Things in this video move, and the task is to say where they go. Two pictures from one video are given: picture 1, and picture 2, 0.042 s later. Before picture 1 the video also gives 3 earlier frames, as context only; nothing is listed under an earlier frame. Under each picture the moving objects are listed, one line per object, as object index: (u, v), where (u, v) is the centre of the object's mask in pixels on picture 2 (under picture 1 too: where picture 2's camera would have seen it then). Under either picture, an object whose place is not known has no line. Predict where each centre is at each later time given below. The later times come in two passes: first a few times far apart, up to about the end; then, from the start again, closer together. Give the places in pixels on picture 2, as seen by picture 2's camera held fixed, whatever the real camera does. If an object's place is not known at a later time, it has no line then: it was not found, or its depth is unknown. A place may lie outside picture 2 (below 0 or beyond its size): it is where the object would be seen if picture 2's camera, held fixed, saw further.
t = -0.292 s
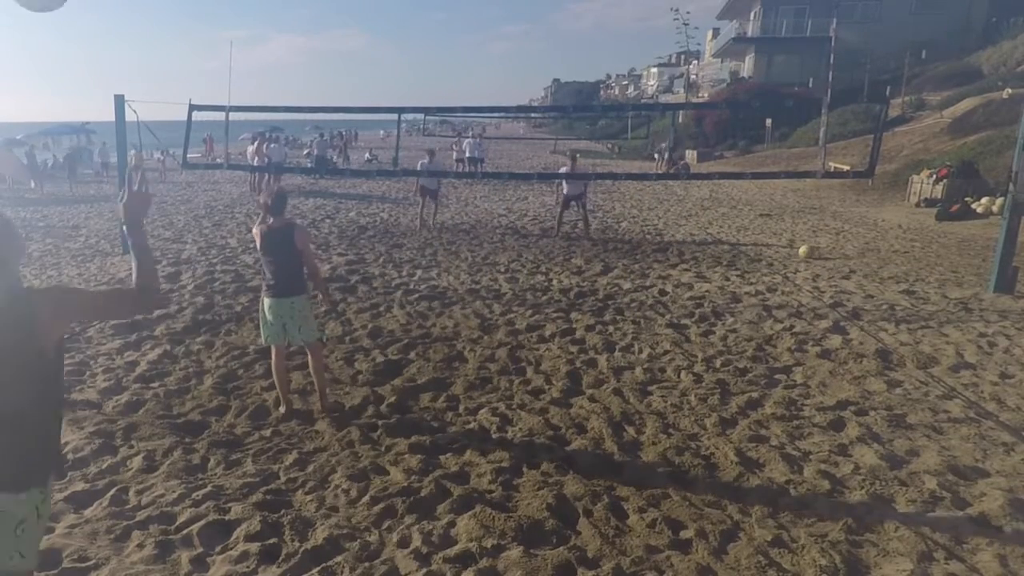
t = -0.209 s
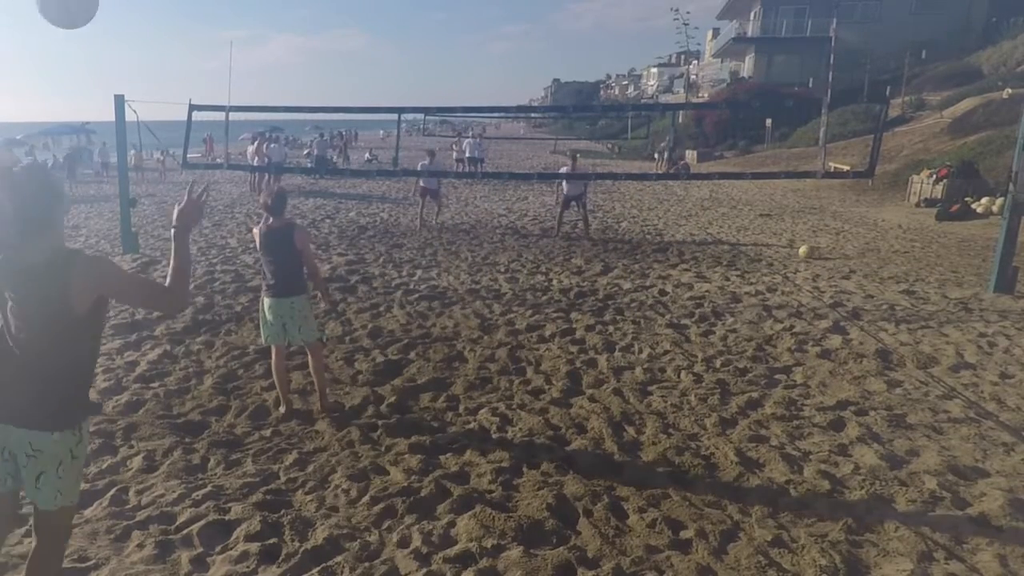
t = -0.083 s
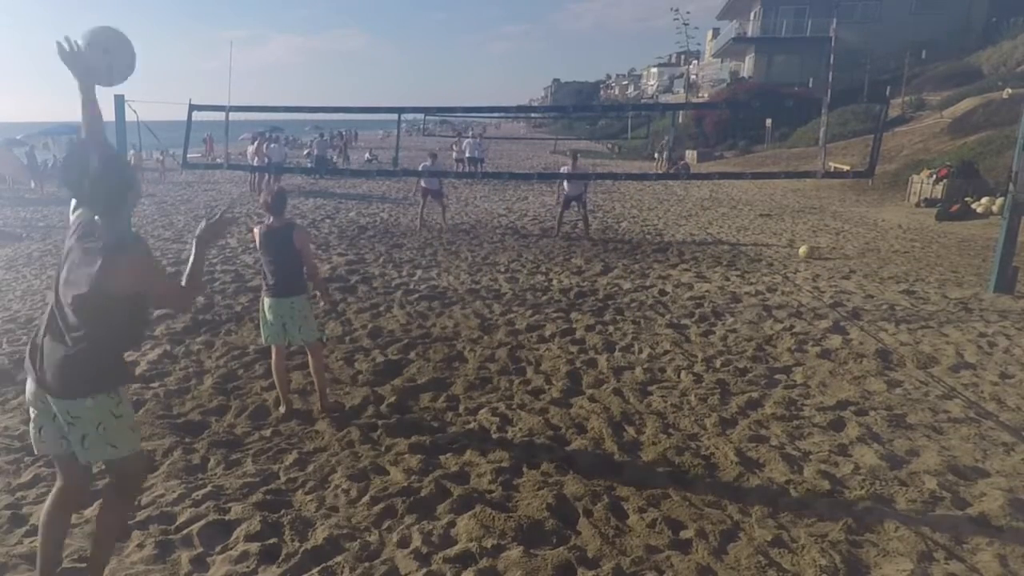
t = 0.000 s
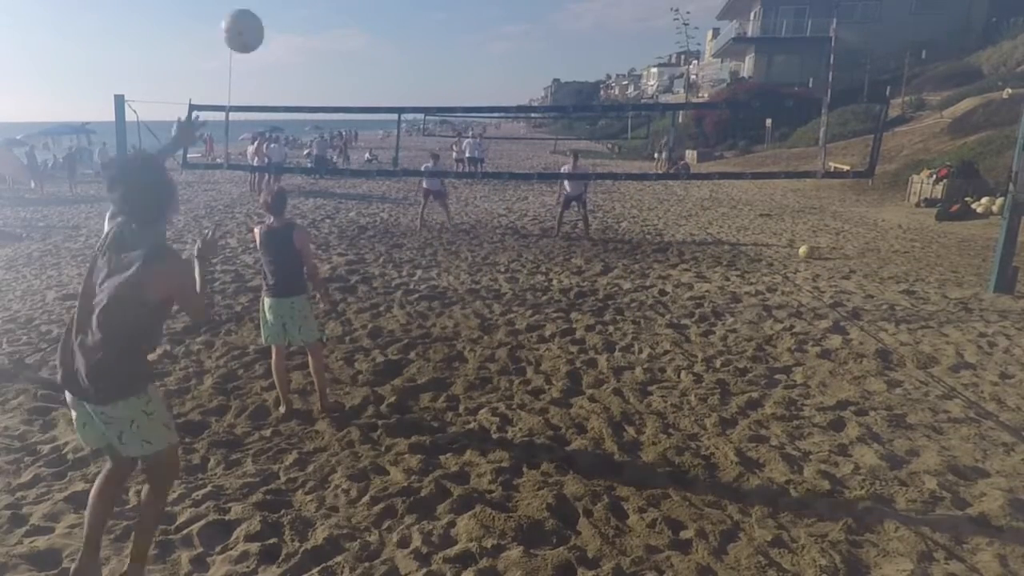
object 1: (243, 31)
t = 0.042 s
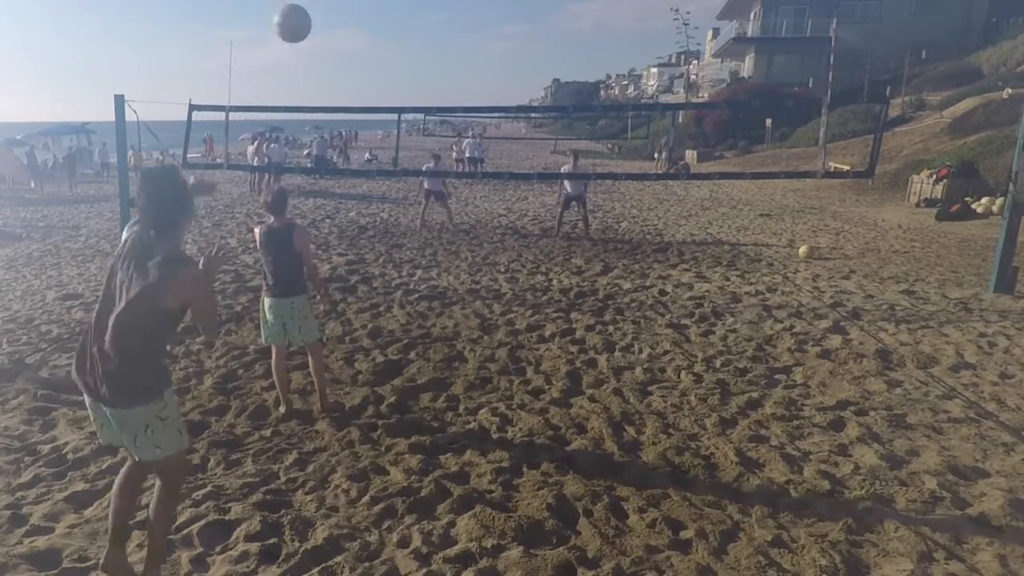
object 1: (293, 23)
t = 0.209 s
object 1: (411, 26)
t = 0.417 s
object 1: (477, 61)
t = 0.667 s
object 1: (510, 121)
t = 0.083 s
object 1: (332, 19)
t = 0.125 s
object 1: (364, 19)
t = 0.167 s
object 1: (390, 22)
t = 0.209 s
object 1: (411, 26)
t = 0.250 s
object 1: (429, 31)
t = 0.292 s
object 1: (444, 37)
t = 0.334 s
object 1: (456, 45)
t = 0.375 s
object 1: (468, 53)
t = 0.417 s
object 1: (477, 61)
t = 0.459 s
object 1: (485, 70)
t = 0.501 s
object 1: (492, 80)
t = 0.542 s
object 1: (498, 90)
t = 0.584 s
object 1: (503, 100)
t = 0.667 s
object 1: (510, 121)
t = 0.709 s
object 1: (515, 132)
